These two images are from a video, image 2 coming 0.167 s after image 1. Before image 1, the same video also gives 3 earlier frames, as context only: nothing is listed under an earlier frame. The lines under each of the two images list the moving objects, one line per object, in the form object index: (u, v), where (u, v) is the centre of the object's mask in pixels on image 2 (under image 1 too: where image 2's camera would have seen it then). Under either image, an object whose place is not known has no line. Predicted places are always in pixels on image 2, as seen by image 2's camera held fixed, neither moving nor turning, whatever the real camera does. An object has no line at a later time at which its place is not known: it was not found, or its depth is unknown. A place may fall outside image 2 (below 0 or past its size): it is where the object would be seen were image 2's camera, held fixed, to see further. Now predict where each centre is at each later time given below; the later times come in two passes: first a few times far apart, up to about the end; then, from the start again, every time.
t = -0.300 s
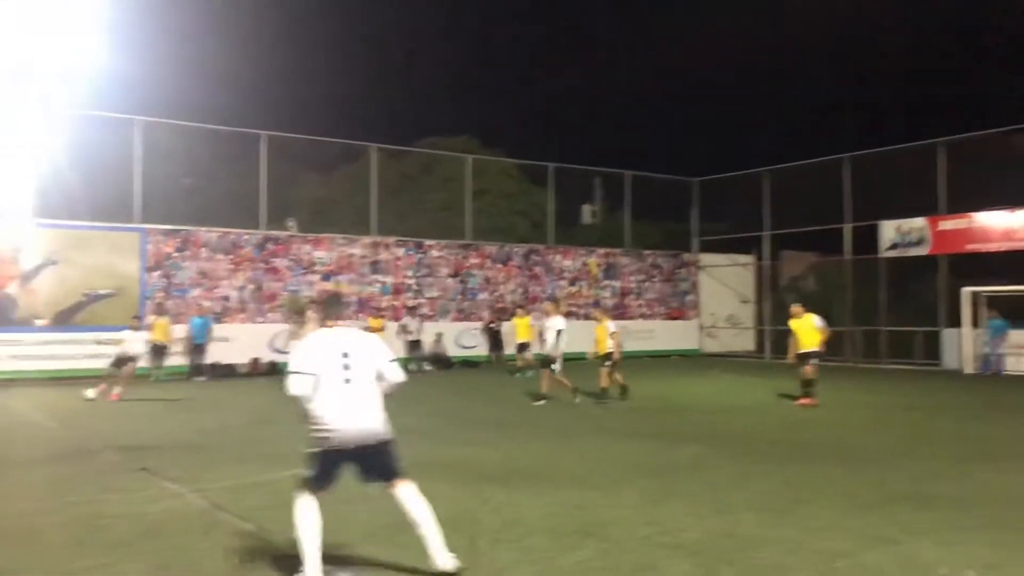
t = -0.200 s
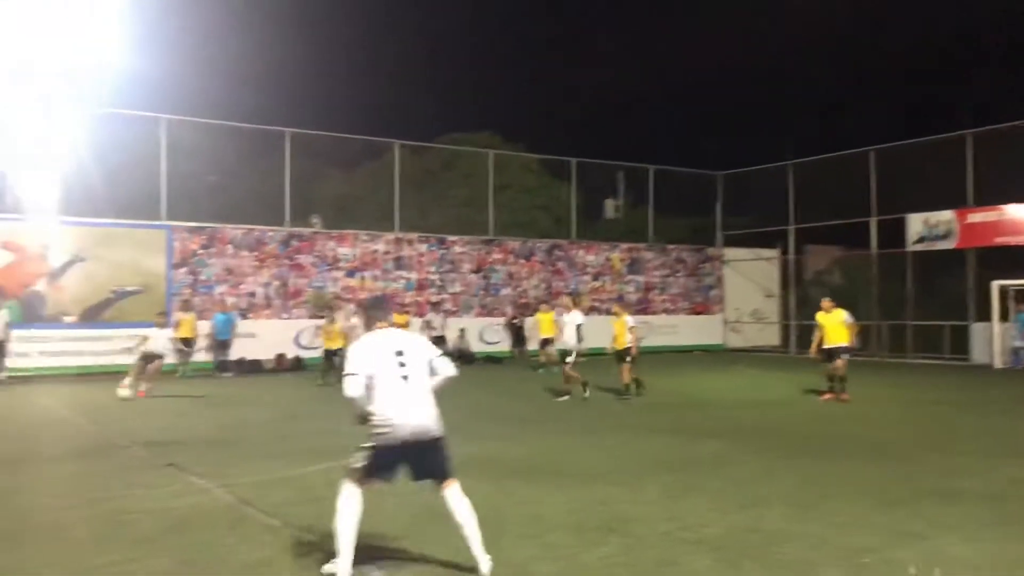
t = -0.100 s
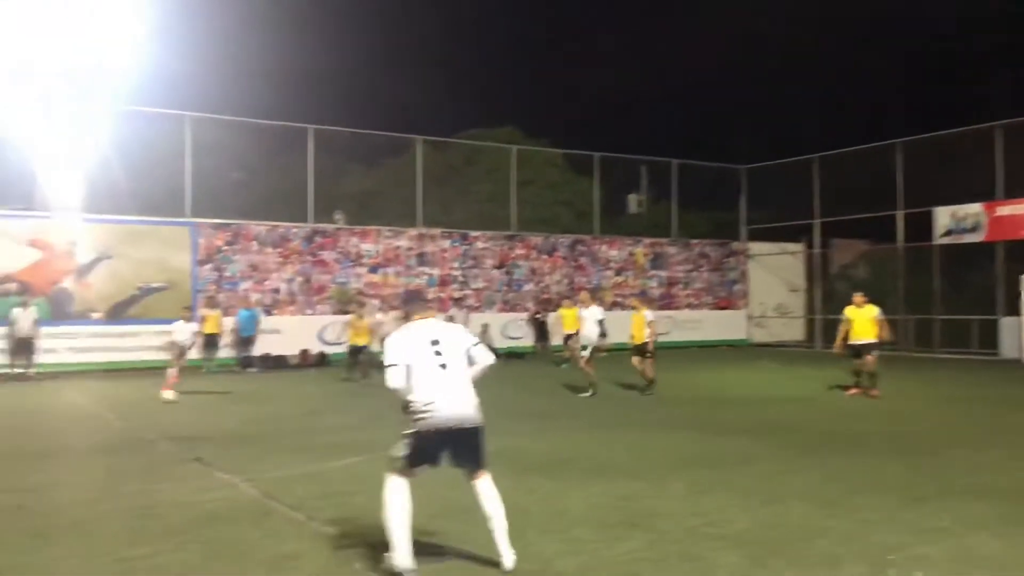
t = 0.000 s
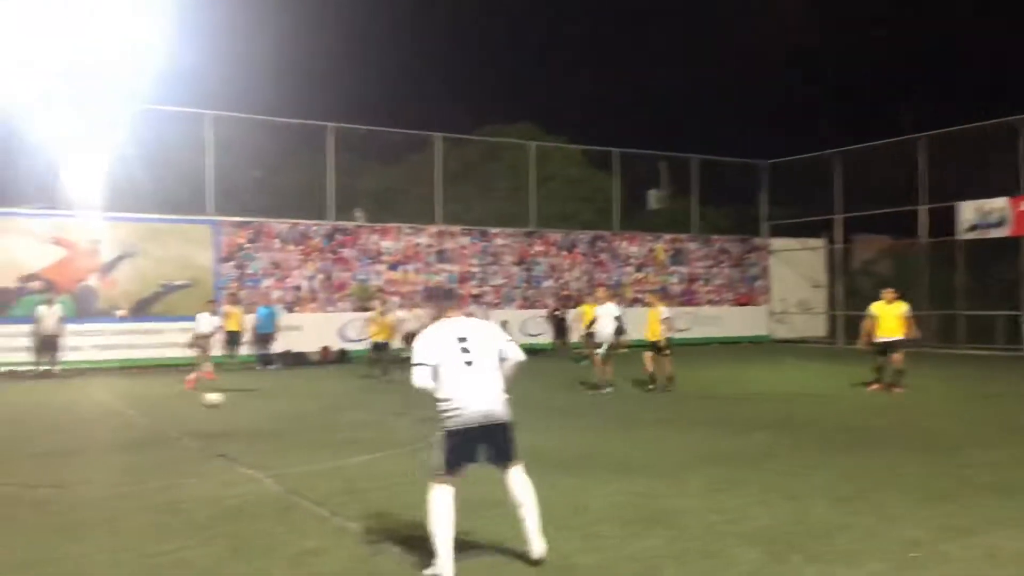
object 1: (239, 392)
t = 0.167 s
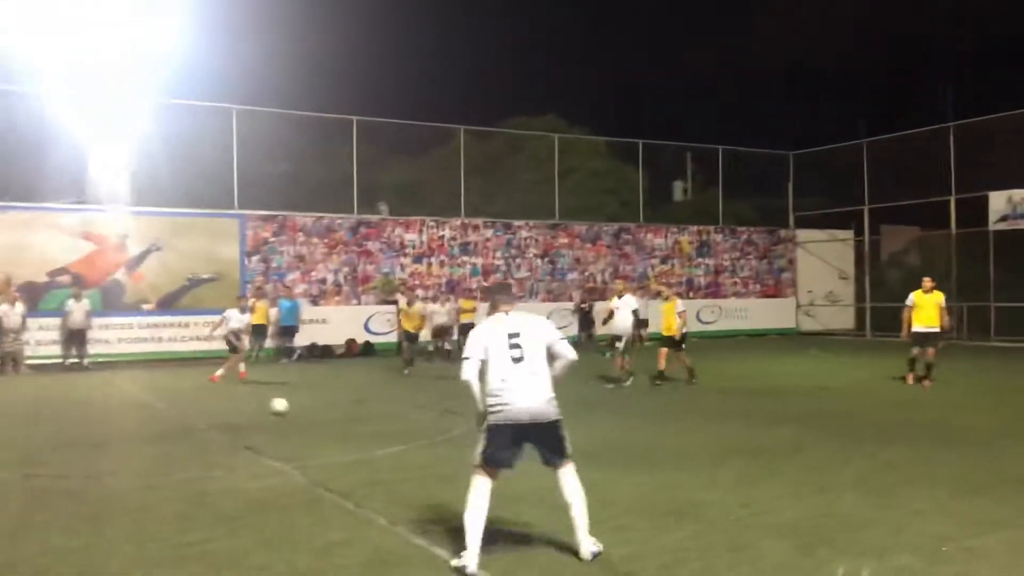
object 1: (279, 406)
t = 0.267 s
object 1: (308, 417)
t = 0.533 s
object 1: (401, 440)
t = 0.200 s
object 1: (288, 409)
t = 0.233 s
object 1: (298, 414)
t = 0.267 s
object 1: (308, 417)
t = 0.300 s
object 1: (317, 418)
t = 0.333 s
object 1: (328, 417)
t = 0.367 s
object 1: (339, 420)
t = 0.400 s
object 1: (350, 423)
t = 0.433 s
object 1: (363, 429)
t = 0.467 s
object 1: (375, 436)
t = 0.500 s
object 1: (387, 438)
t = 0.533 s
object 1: (401, 440)
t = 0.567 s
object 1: (413, 444)
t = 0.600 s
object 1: (428, 450)
